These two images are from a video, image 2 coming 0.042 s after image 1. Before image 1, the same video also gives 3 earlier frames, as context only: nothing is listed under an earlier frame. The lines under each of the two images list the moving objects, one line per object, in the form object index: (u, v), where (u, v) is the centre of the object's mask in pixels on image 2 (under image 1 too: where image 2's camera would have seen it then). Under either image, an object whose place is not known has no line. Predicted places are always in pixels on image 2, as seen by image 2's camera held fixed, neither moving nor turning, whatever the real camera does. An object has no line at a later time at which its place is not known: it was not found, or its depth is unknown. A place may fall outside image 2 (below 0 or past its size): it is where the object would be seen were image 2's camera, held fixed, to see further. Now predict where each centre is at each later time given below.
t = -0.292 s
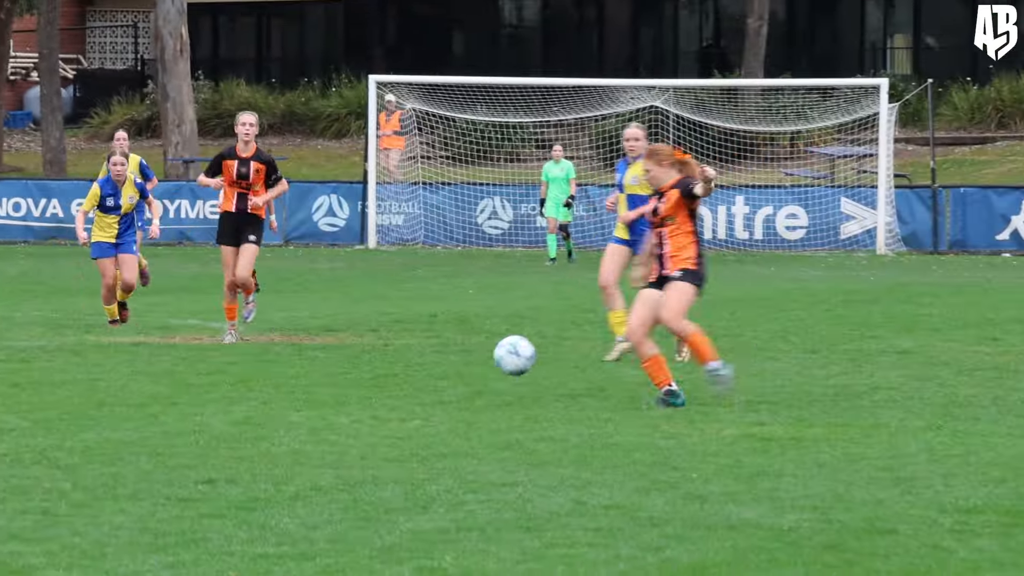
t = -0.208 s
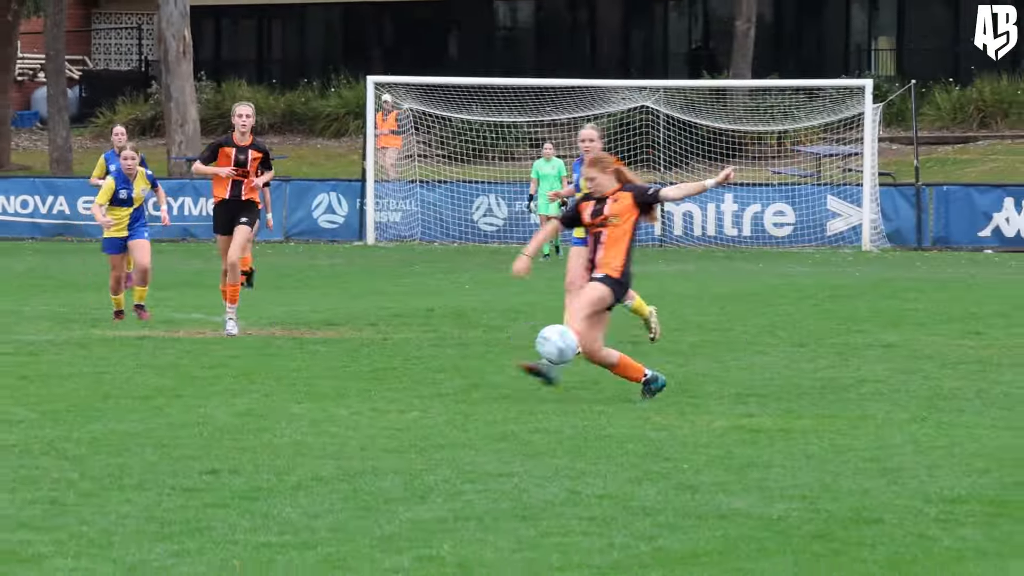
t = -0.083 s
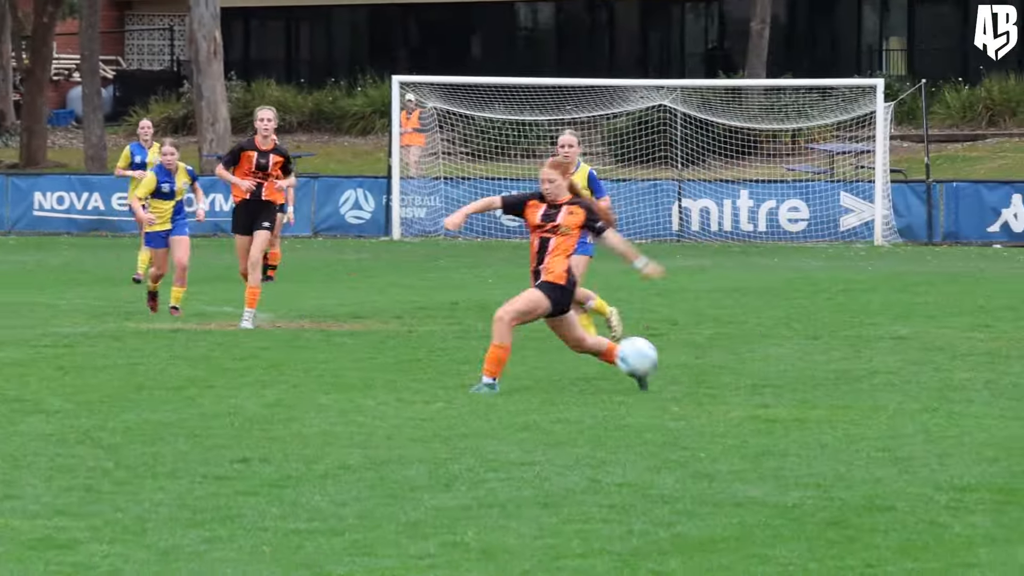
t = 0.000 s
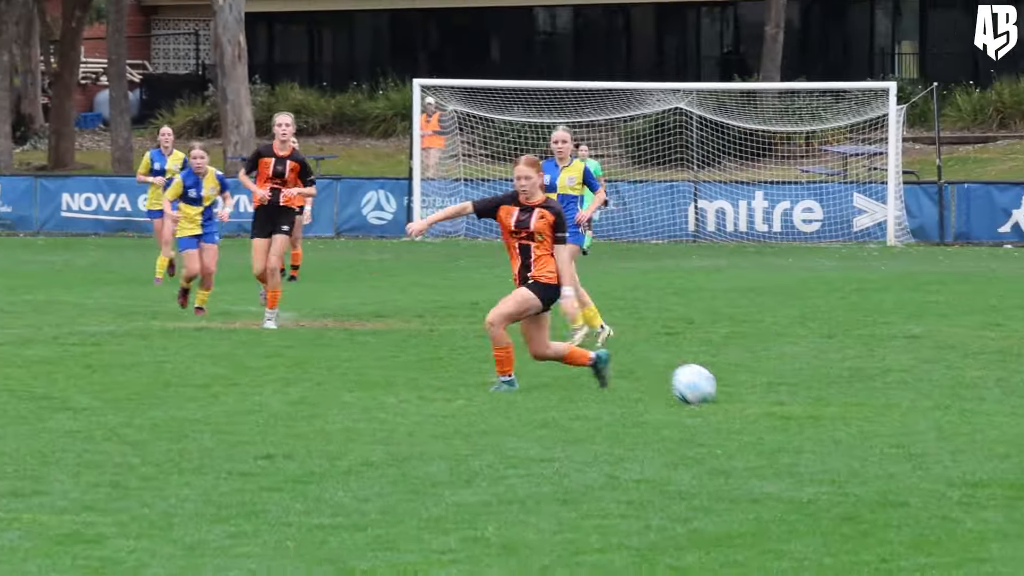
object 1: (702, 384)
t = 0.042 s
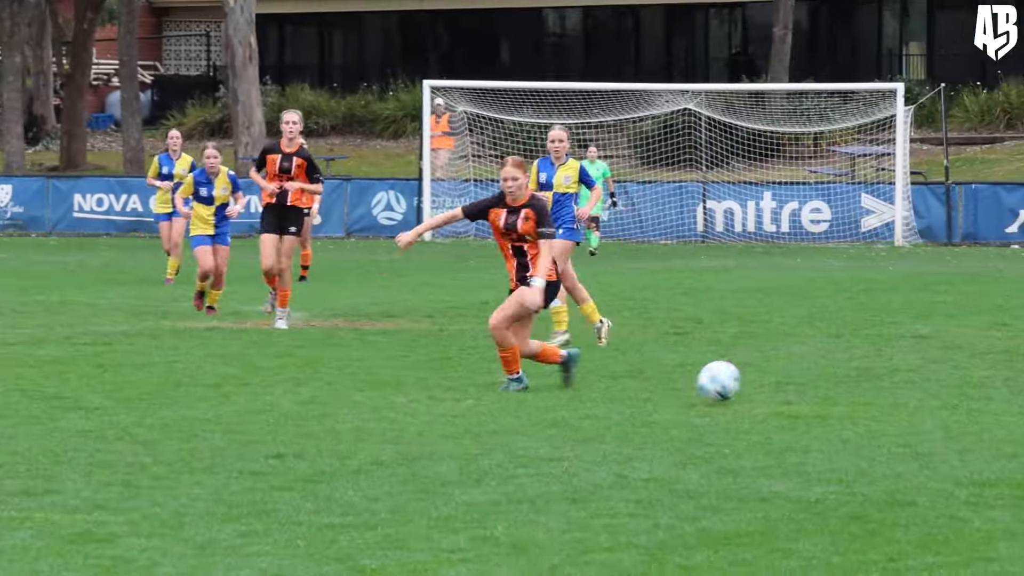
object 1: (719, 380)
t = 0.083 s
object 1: (735, 371)
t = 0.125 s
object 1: (752, 367)
